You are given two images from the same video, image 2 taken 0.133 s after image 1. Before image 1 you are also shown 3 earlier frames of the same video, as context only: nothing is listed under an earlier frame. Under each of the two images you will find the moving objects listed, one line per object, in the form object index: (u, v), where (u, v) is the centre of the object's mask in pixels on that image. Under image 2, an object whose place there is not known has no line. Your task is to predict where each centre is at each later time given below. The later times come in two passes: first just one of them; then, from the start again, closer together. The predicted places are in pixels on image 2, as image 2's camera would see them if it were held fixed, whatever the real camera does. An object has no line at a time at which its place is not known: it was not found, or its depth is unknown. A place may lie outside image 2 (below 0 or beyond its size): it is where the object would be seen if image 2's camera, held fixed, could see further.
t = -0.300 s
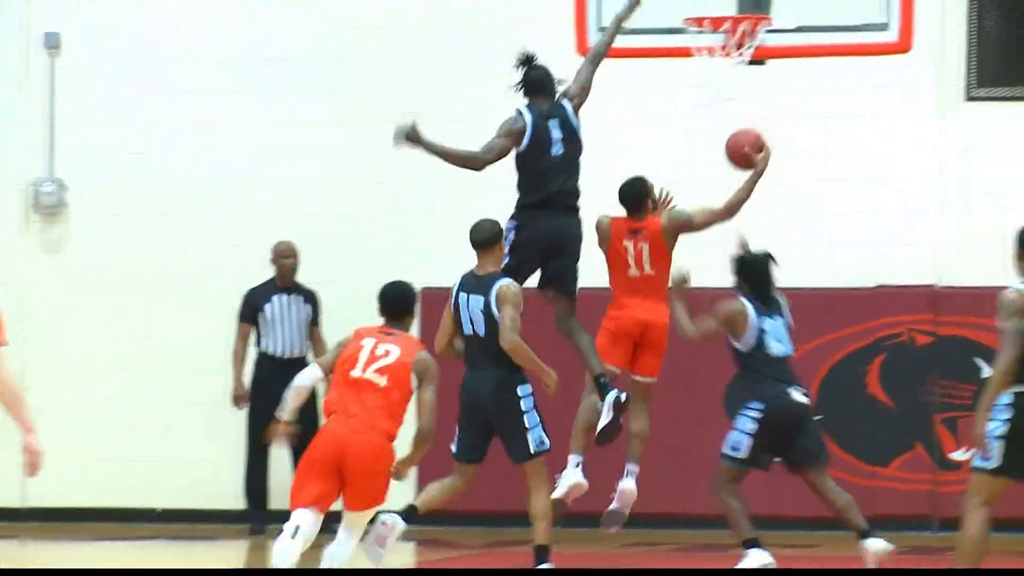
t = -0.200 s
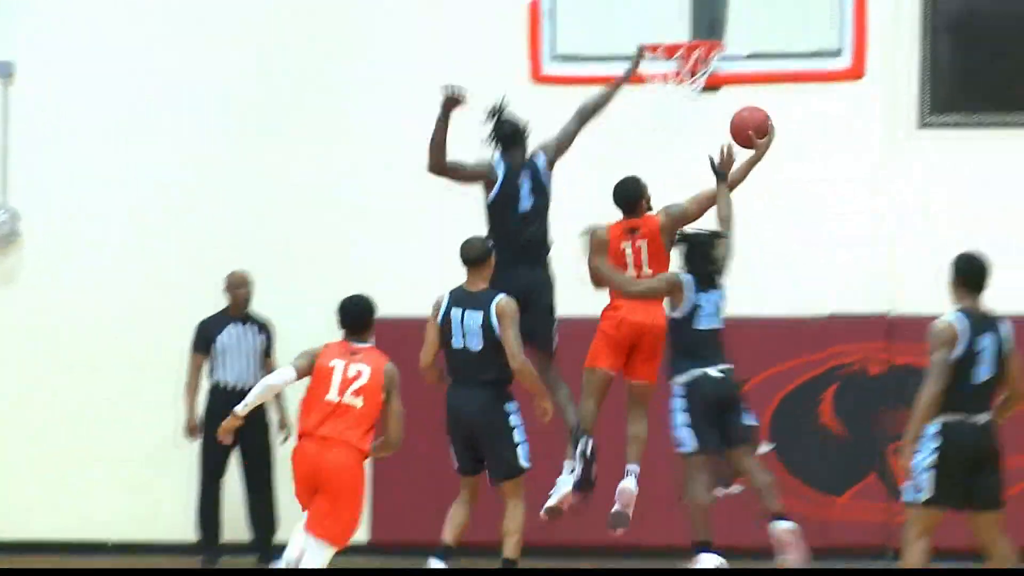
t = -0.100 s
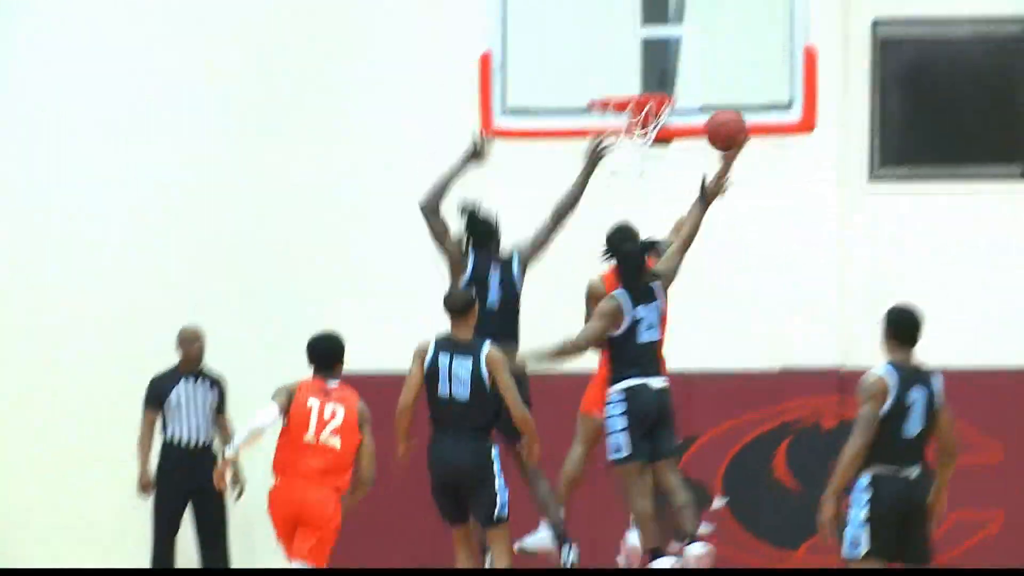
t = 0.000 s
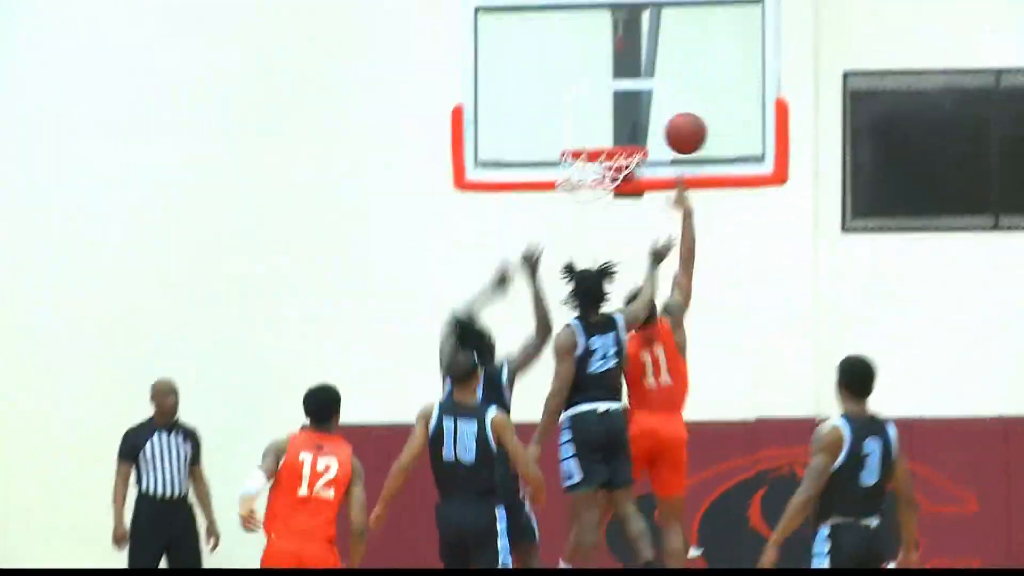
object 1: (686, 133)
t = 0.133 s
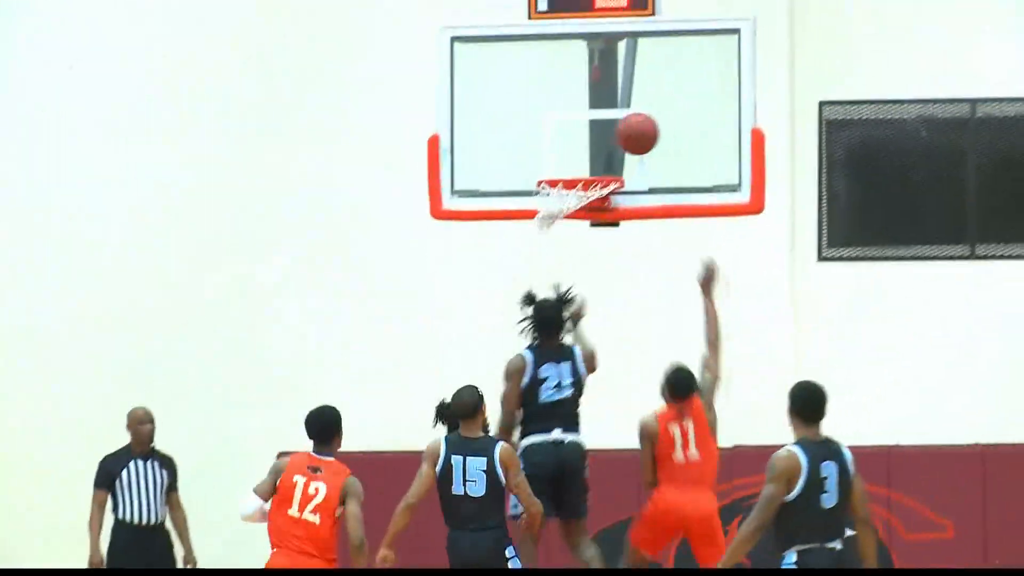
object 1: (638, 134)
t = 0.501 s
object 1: (569, 201)
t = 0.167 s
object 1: (631, 133)
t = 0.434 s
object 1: (580, 171)
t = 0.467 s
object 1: (575, 175)
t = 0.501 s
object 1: (569, 201)
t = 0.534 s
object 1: (565, 213)
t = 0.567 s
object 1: (561, 224)
